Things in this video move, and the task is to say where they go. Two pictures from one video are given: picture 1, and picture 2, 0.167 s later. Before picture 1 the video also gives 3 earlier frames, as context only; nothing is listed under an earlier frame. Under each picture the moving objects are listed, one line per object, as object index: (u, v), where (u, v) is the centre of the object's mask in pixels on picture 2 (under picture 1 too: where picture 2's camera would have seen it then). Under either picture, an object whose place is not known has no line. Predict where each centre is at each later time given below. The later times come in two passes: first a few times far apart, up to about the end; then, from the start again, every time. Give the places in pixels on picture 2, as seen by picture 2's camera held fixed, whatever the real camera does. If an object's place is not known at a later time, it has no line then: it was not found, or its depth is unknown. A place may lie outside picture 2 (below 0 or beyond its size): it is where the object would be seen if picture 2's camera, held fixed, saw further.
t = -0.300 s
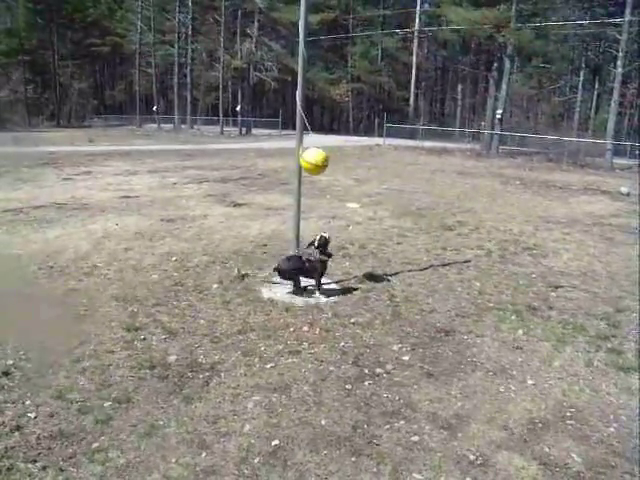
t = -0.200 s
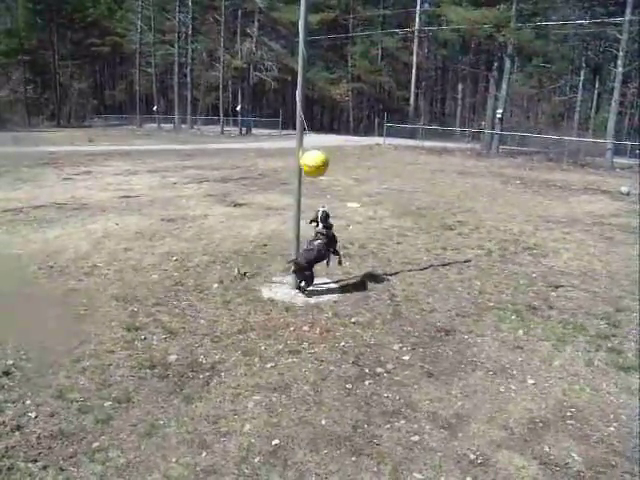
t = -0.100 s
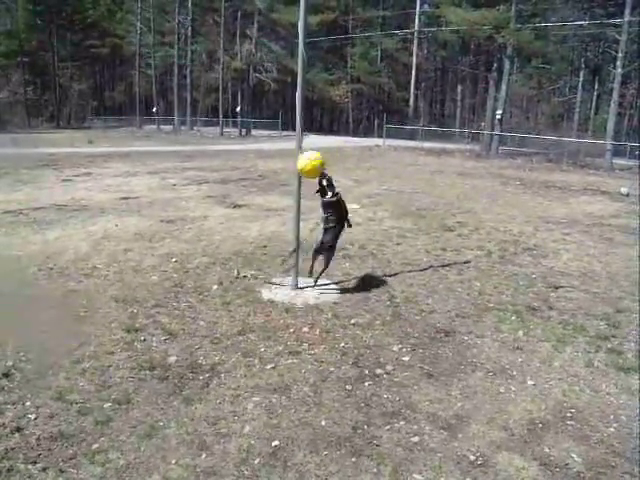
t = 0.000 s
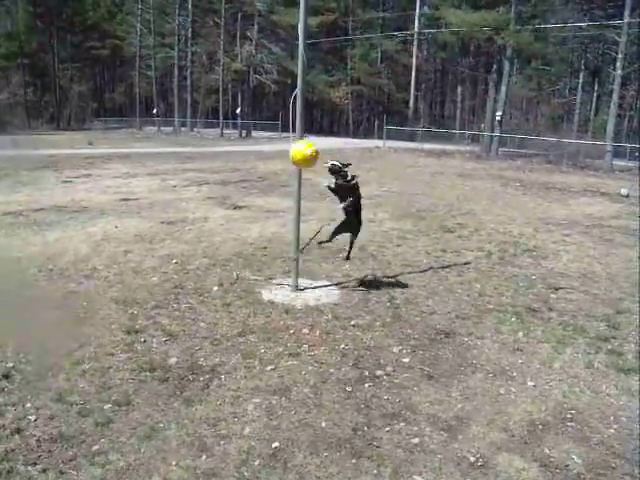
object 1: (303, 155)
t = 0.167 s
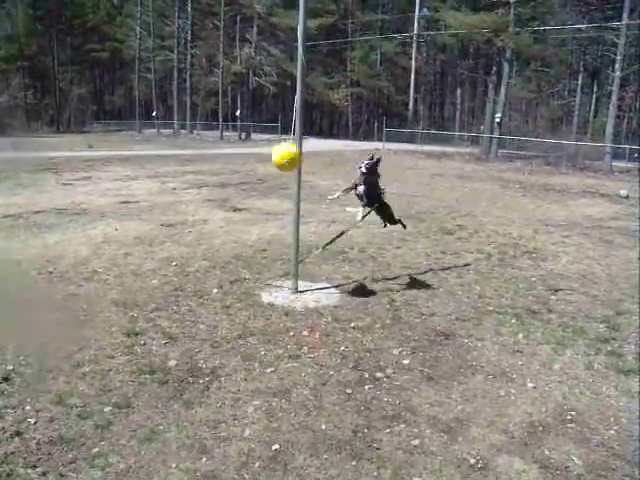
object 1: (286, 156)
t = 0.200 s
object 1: (282, 157)
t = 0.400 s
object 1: (276, 157)
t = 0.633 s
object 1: (281, 168)
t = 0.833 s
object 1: (308, 163)
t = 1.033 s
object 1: (321, 156)
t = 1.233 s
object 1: (332, 162)
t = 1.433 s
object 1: (328, 171)
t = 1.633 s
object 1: (308, 171)
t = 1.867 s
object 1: (275, 168)
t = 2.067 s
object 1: (250, 163)
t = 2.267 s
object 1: (245, 164)
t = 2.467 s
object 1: (254, 170)
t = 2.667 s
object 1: (278, 171)
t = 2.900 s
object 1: (311, 168)
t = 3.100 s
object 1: (335, 165)
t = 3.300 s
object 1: (351, 165)
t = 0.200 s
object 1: (282, 157)
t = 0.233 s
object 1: (281, 158)
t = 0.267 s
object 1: (279, 157)
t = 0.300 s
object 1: (278, 156)
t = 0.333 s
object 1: (278, 155)
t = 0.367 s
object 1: (277, 156)
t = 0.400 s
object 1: (276, 157)
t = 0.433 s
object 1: (276, 158)
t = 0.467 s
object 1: (276, 161)
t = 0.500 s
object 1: (276, 165)
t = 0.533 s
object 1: (277, 168)
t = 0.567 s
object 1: (278, 170)
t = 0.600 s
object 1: (280, 170)
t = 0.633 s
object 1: (281, 168)
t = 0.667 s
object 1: (284, 166)
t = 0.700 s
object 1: (285, 165)
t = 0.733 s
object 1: (288, 164)
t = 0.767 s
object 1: (295, 163)
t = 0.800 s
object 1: (301, 163)
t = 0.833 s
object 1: (308, 163)
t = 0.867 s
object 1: (310, 162)
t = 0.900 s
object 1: (312, 161)
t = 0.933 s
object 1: (313, 159)
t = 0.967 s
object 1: (316, 157)
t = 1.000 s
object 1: (320, 157)
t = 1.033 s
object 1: (321, 156)
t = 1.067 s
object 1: (324, 156)
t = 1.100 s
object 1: (325, 158)
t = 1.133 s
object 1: (327, 159)
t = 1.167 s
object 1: (329, 161)
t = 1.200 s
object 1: (331, 162)
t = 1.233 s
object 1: (332, 162)
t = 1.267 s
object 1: (332, 163)
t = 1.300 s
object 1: (333, 164)
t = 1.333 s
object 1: (333, 165)
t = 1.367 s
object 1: (332, 167)
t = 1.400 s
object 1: (330, 168)
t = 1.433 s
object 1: (328, 171)
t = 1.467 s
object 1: (326, 173)
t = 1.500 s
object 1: (323, 174)
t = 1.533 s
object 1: (320, 174)
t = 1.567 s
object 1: (316, 173)
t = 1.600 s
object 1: (312, 173)
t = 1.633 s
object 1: (308, 171)
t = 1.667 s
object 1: (303, 171)
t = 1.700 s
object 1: (299, 172)
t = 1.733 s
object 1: (295, 172)
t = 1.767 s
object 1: (290, 172)
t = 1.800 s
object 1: (283, 171)
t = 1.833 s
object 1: (280, 170)
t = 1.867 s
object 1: (275, 168)
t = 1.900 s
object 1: (270, 166)
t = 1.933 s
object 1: (266, 163)
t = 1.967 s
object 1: (261, 163)
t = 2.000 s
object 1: (257, 162)
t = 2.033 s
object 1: (253, 163)
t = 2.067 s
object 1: (250, 163)
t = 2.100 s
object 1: (247, 164)
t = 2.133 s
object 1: (246, 164)
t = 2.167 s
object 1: (245, 164)
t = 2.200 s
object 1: (245, 164)
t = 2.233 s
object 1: (245, 164)
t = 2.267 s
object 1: (245, 164)
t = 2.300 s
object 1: (245, 164)
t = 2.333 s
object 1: (246, 165)
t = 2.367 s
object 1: (248, 166)
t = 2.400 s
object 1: (249, 167)
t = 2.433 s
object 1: (252, 170)
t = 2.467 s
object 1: (254, 170)
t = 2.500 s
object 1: (257, 170)
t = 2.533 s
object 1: (261, 170)
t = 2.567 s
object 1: (265, 170)
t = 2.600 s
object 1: (269, 170)
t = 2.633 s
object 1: (273, 171)
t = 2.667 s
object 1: (278, 171)
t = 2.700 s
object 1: (282, 171)
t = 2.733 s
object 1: (285, 171)
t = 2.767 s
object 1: (287, 171)
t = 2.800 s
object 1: (289, 169)
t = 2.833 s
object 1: (302, 169)
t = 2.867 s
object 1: (309, 168)
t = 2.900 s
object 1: (311, 168)
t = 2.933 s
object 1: (315, 167)
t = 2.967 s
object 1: (319, 167)
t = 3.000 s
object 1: (323, 167)
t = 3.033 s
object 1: (327, 166)
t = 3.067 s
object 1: (331, 166)
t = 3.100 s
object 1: (335, 165)
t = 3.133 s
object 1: (338, 164)
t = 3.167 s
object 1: (341, 164)
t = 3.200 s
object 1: (344, 164)
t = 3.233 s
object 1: (347, 164)
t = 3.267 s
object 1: (349, 164)
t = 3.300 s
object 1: (351, 165)
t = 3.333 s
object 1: (353, 167)
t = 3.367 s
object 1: (354, 167)
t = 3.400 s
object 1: (354, 168)
